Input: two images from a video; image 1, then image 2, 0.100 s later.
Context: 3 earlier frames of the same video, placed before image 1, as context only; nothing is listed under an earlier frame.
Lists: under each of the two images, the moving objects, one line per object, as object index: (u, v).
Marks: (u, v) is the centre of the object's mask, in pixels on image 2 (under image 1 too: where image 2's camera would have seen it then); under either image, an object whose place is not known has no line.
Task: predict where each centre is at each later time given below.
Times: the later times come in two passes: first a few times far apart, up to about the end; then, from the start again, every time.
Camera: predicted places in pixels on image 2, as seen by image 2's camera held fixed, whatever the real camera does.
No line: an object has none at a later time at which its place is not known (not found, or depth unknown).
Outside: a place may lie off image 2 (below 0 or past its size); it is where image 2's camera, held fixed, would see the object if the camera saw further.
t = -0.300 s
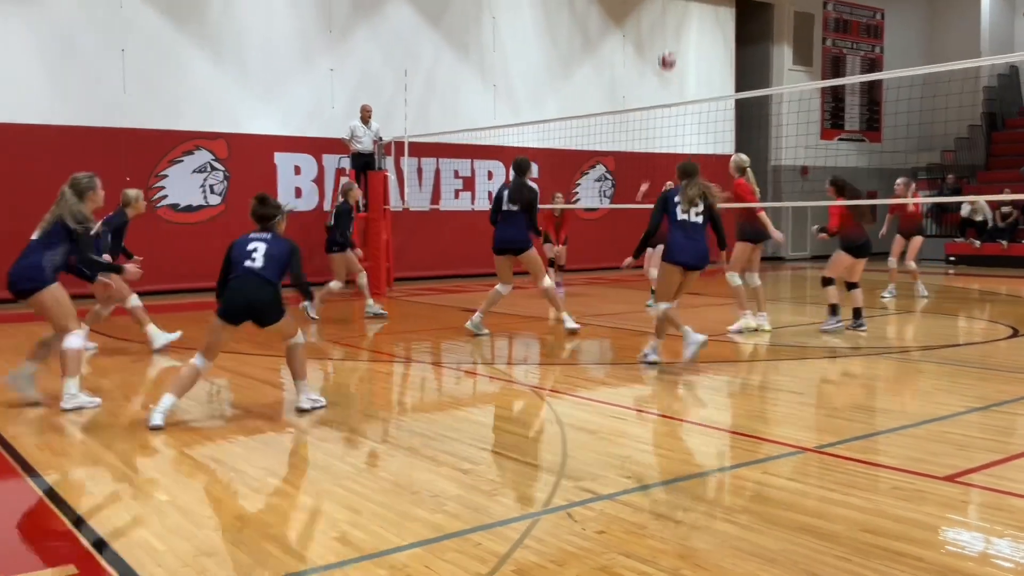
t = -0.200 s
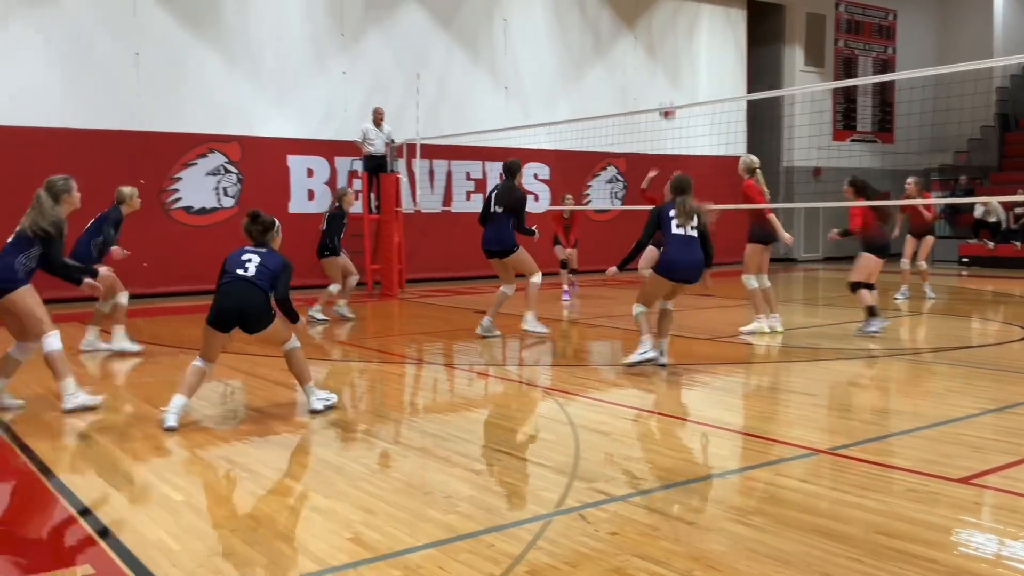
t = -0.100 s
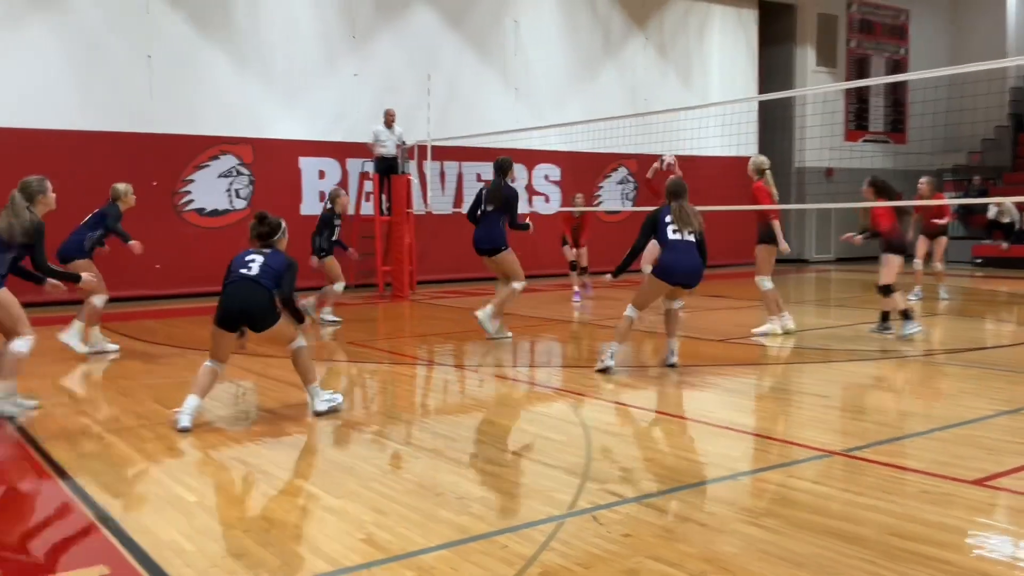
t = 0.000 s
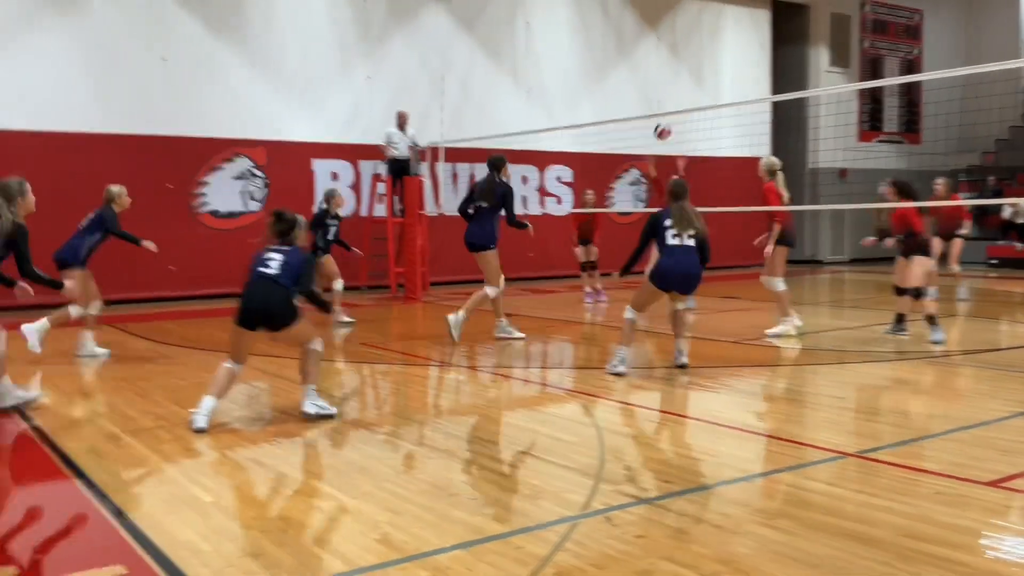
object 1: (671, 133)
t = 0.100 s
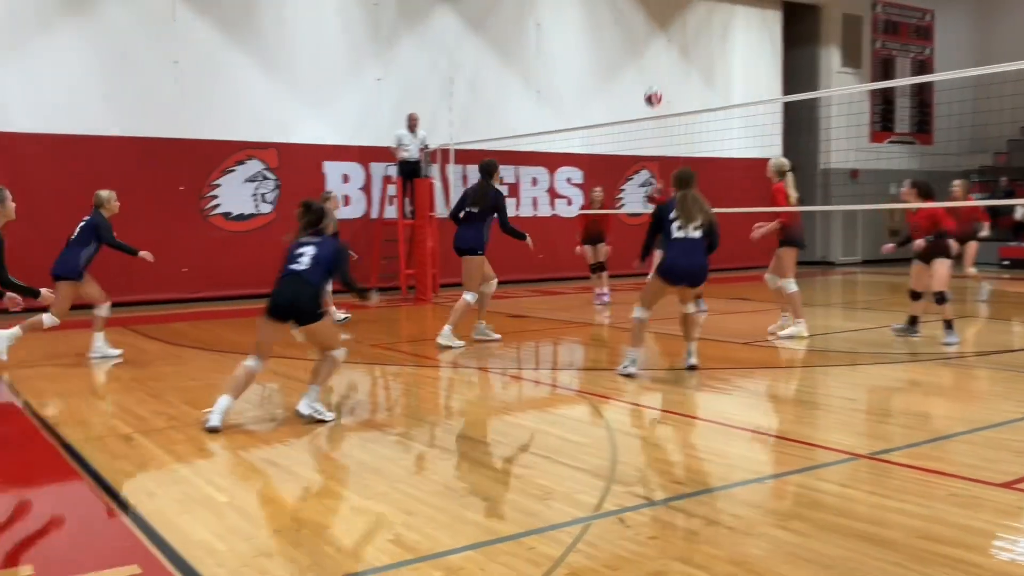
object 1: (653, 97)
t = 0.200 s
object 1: (633, 68)
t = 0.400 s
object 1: (588, 34)
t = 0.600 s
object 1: (538, 37)
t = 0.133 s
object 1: (646, 87)
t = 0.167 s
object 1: (639, 78)
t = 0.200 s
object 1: (633, 68)
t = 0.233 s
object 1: (626, 61)
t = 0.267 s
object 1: (618, 53)
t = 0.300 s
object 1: (611, 47)
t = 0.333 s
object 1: (603, 42)
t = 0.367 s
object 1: (596, 37)
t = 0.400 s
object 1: (588, 34)
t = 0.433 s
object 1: (580, 32)
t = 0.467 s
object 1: (572, 30)
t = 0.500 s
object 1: (564, 30)
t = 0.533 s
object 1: (556, 31)
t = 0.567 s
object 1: (546, 34)
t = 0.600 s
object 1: (538, 37)
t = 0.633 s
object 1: (528, 42)
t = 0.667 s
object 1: (520, 47)
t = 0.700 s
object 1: (510, 54)
